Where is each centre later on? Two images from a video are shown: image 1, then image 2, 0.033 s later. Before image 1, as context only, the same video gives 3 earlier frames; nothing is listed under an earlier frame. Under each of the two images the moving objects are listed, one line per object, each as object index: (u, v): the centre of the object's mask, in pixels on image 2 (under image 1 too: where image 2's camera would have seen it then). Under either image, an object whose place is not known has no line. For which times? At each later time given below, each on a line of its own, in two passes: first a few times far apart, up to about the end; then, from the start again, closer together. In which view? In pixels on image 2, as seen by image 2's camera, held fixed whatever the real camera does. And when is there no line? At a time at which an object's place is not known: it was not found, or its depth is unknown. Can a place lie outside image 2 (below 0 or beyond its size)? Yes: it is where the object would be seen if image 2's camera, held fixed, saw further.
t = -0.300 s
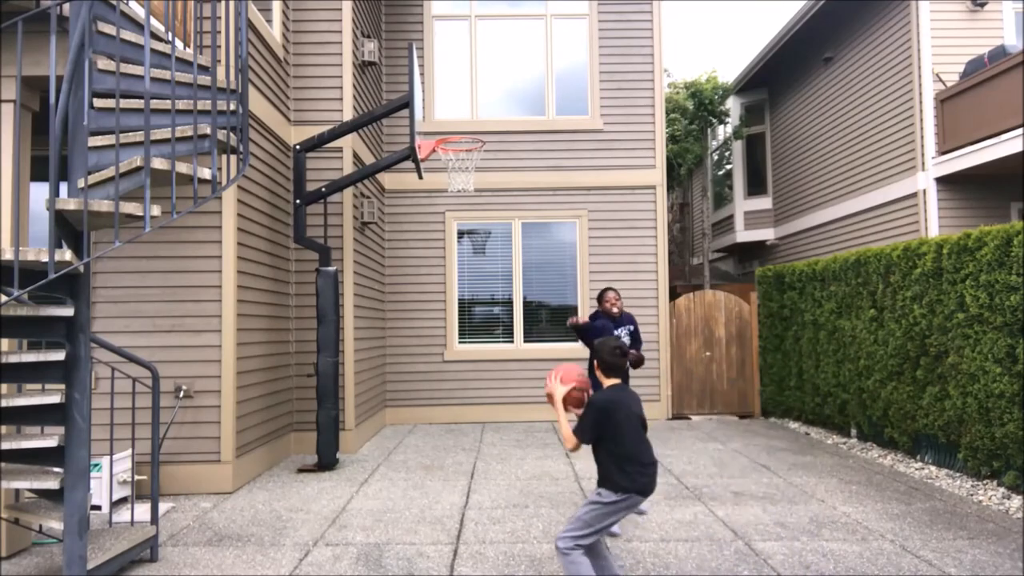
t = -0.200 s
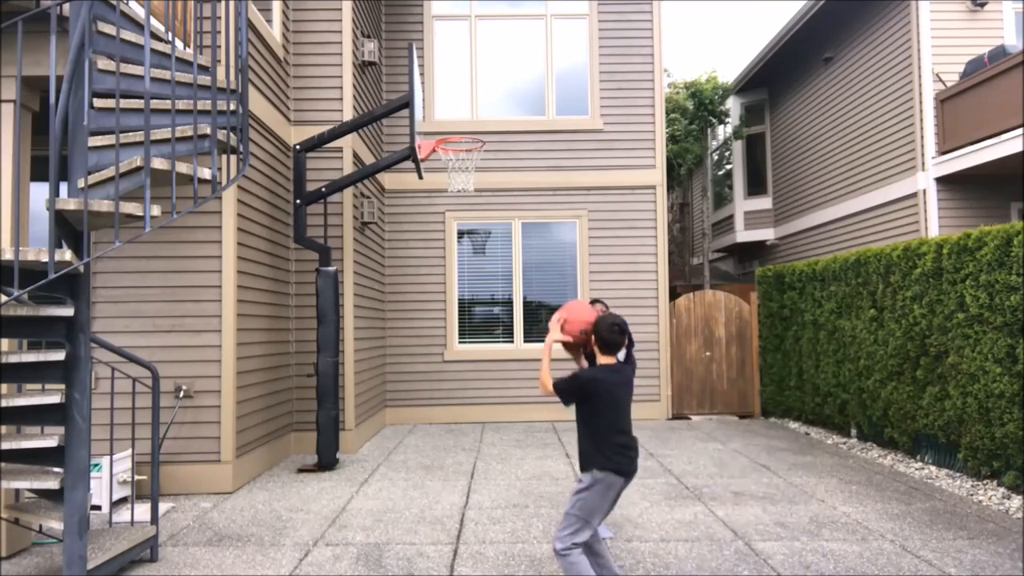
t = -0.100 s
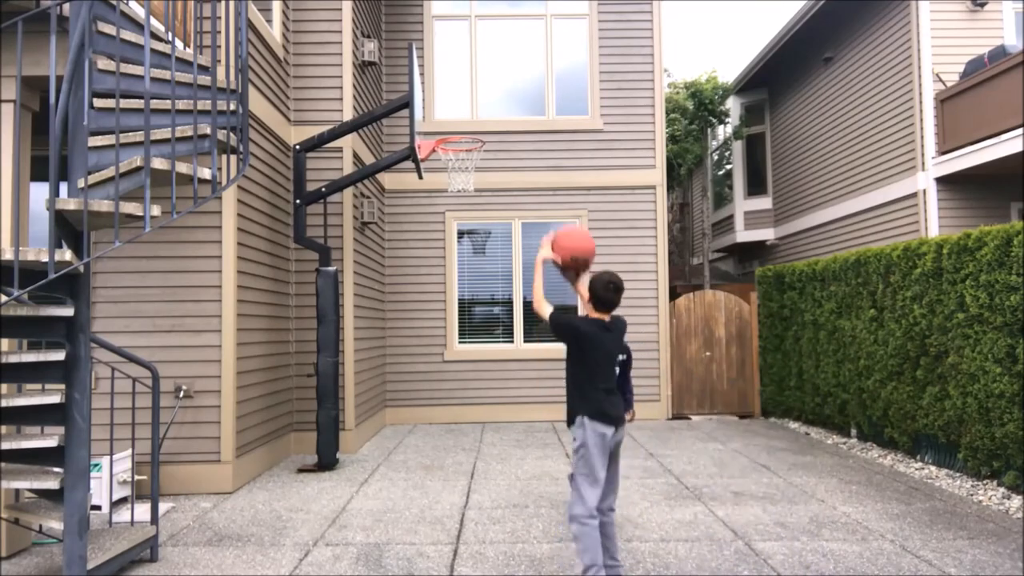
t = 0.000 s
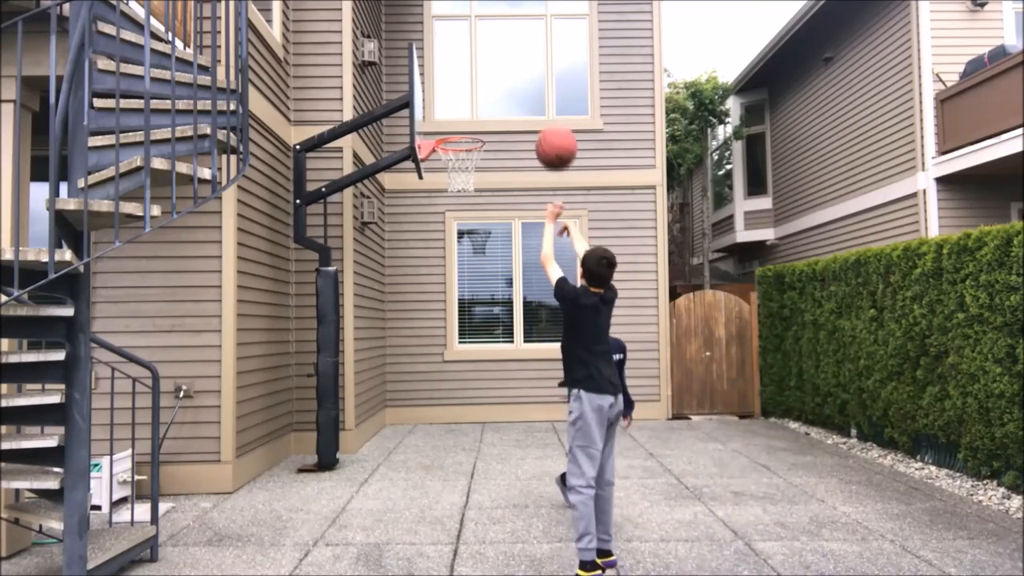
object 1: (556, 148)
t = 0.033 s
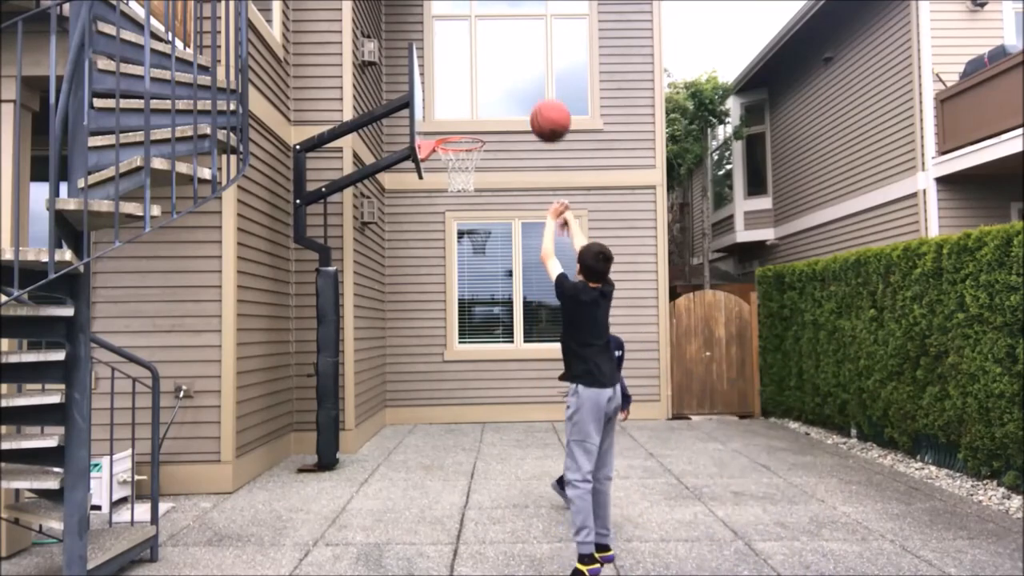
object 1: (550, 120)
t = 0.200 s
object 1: (526, 32)
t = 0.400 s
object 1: (506, 8)
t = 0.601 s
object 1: (490, 22)
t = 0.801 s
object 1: (479, 79)
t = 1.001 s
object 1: (471, 160)
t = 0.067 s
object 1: (545, 97)
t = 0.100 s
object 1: (540, 77)
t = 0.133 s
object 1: (535, 59)
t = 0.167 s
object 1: (531, 45)
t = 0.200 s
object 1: (526, 32)
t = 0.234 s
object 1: (522, 22)
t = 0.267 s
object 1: (519, 15)
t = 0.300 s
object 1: (515, 12)
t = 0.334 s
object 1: (512, 10)
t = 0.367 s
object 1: (509, 8)
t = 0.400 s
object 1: (506, 8)
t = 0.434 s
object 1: (503, 8)
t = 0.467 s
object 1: (500, 8)
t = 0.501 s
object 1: (497, 9)
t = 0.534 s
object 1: (495, 12)
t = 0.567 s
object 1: (492, 15)
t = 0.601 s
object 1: (490, 22)
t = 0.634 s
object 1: (488, 29)
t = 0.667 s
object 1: (486, 38)
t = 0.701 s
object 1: (484, 47)
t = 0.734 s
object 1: (482, 57)
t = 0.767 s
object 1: (480, 67)
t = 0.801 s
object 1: (479, 79)
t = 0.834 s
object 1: (477, 91)
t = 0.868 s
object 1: (476, 104)
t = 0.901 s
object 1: (474, 117)
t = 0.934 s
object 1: (474, 130)
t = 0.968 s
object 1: (470, 146)
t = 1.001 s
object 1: (471, 160)
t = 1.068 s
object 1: (469, 195)
